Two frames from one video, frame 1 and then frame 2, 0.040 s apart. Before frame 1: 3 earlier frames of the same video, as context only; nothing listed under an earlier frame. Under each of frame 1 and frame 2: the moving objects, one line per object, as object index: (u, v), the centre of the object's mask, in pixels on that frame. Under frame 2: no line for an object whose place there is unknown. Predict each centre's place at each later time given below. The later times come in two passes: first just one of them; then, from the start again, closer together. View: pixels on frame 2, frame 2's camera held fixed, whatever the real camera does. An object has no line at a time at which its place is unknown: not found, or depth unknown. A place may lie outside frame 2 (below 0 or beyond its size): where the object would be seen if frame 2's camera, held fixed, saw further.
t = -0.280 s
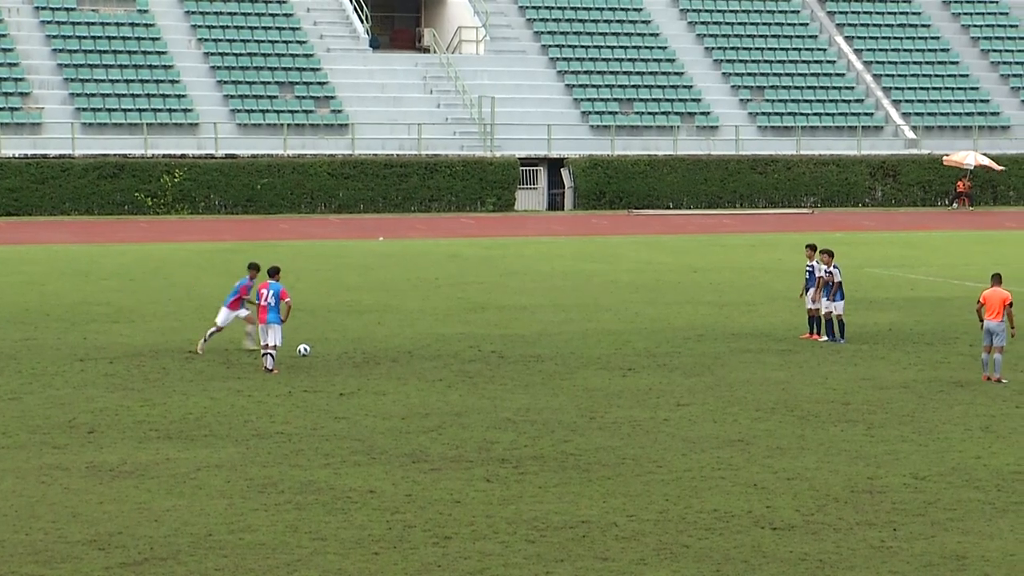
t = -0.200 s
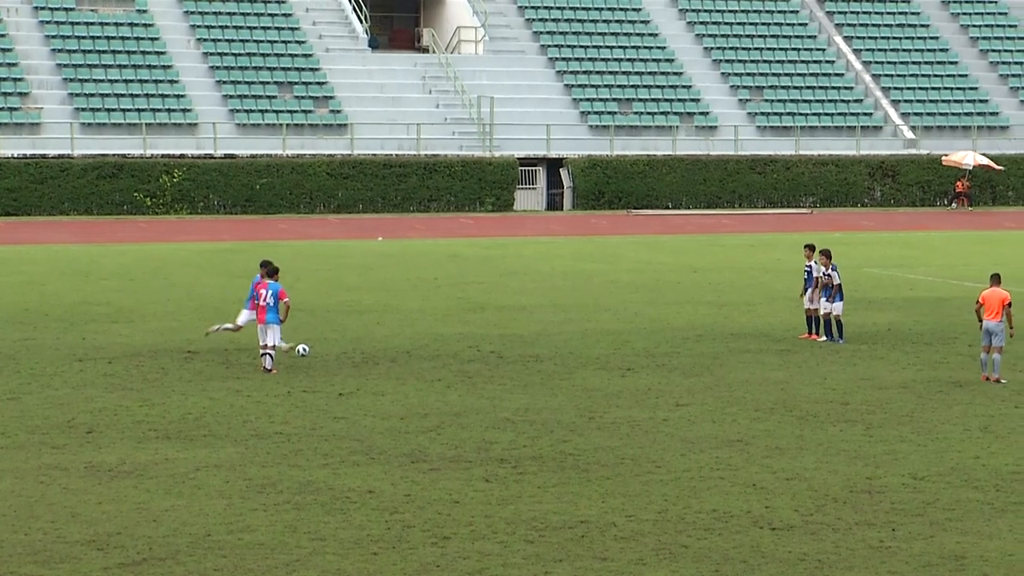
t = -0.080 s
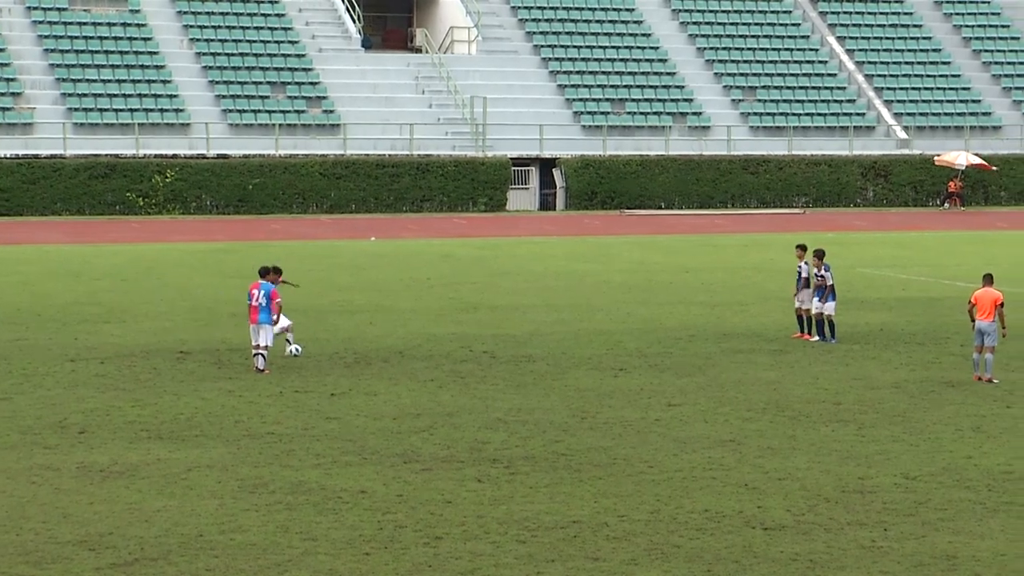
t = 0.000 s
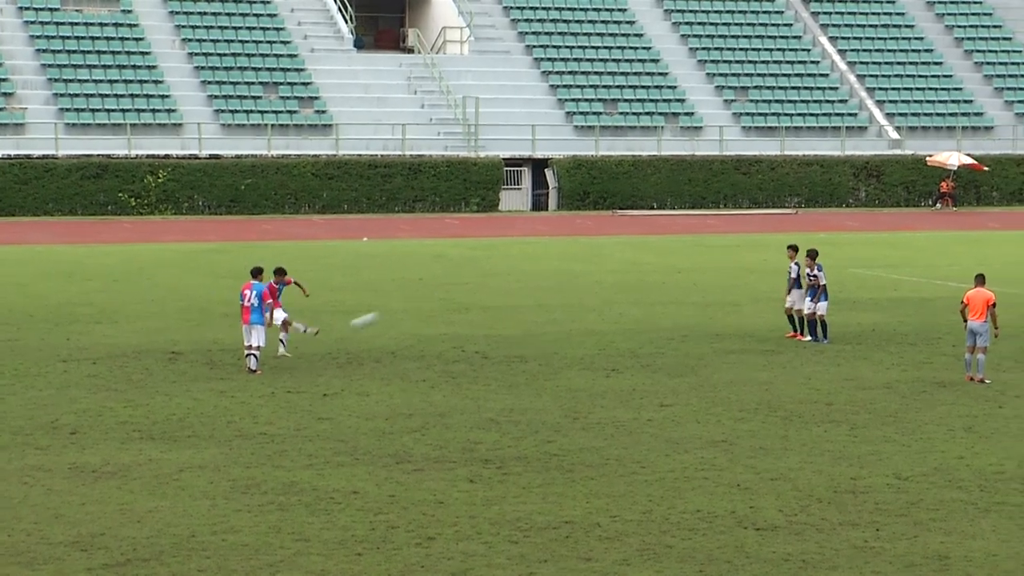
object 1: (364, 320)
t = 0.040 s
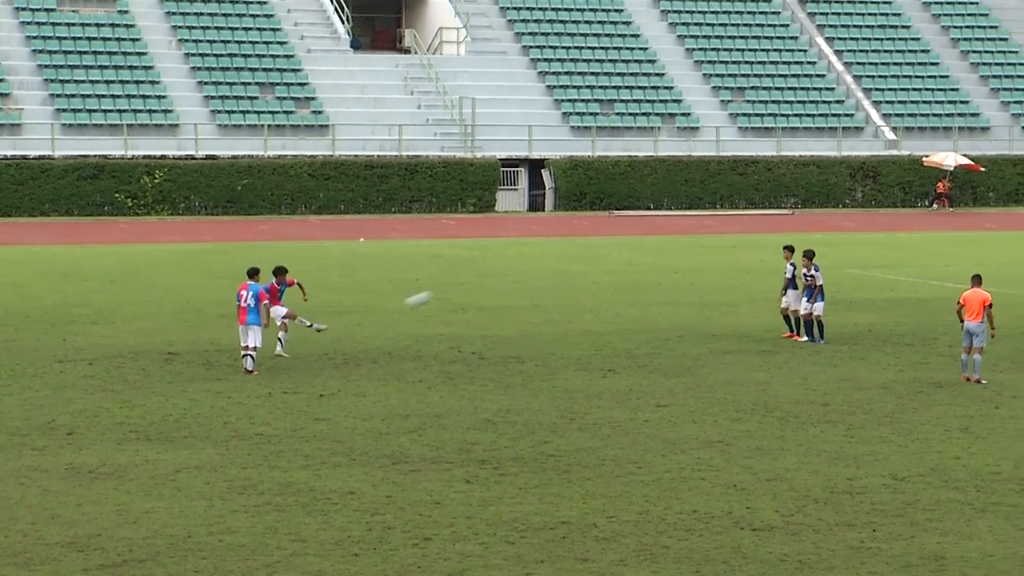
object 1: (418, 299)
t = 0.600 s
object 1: (1132, 81)
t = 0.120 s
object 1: (529, 259)
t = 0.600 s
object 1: (1132, 81)
